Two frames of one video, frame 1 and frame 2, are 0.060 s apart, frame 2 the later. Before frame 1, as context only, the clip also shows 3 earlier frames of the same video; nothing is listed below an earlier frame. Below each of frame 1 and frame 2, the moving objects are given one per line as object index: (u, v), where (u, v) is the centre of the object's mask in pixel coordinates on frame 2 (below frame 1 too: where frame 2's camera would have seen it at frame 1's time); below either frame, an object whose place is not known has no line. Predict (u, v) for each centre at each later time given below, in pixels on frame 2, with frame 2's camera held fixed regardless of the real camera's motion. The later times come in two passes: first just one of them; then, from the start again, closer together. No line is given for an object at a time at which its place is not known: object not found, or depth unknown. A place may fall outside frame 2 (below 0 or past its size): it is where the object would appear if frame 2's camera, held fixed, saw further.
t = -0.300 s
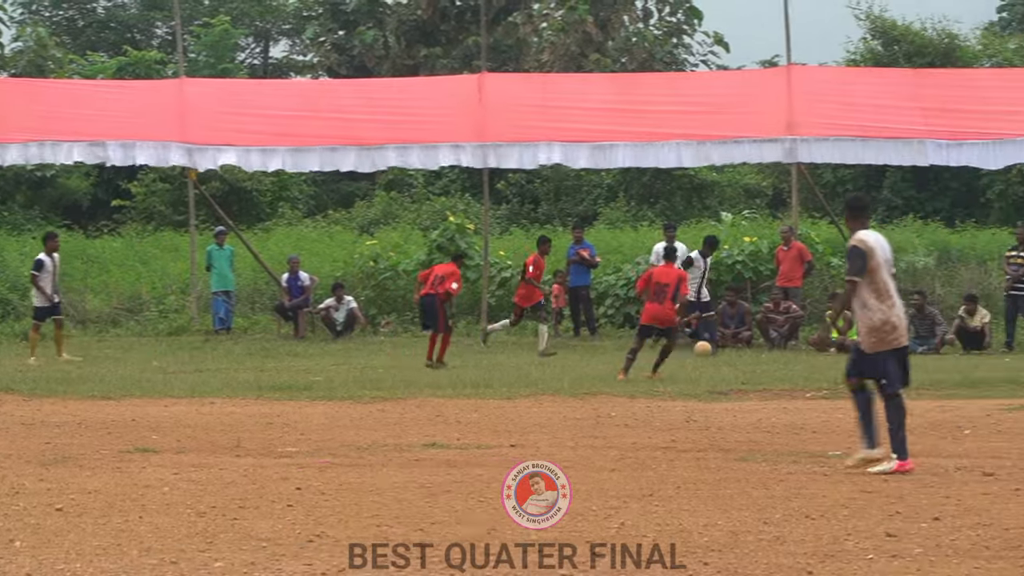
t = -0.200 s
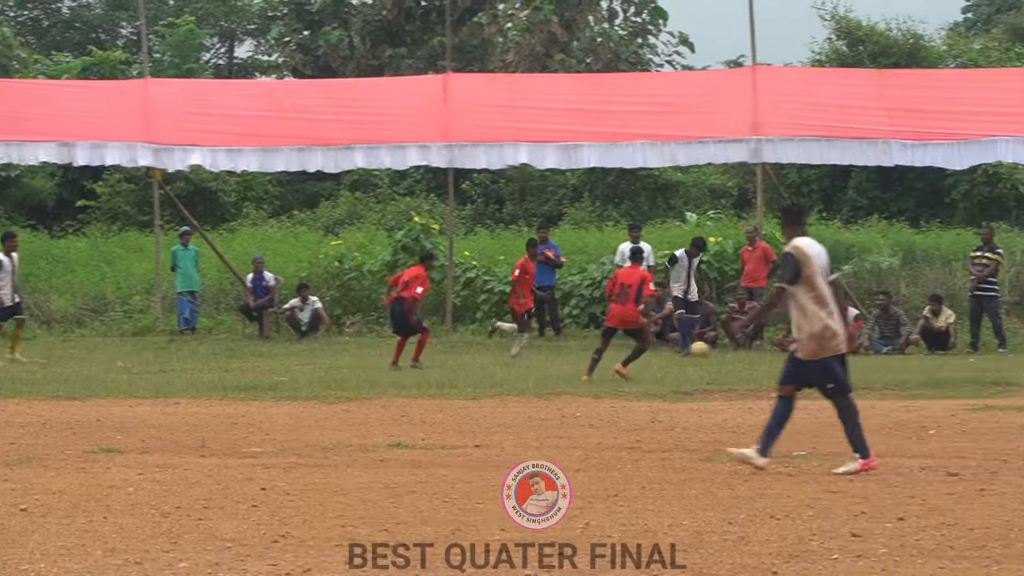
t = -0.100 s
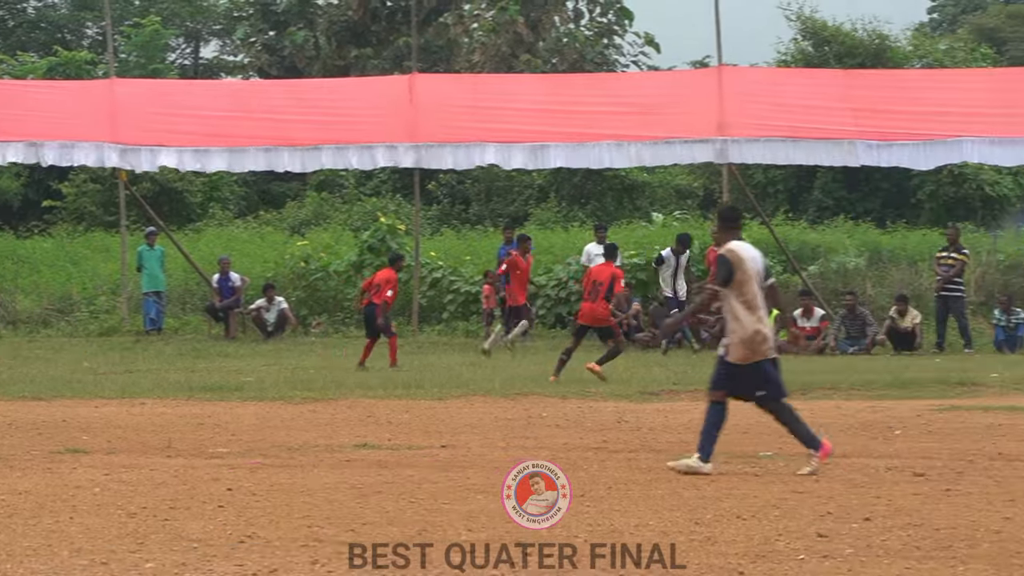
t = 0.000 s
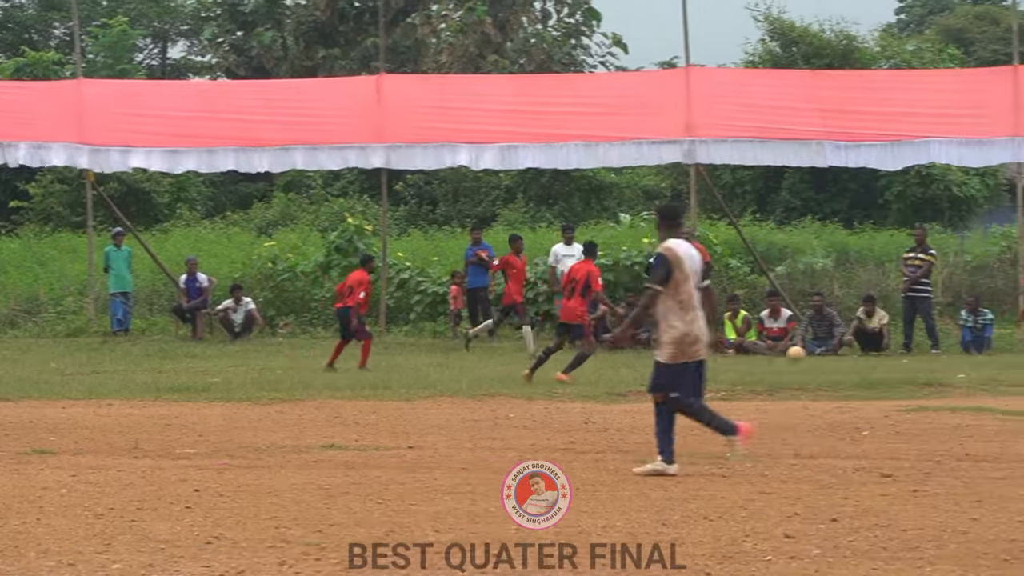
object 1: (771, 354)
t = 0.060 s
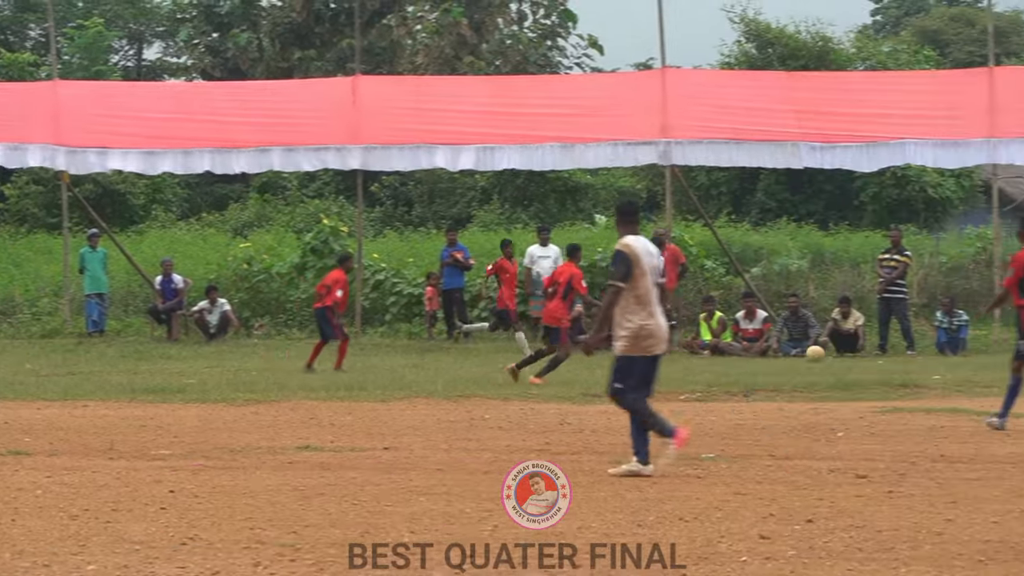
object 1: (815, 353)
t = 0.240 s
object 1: (940, 353)
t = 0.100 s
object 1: (843, 353)
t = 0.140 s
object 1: (873, 354)
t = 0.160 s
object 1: (887, 354)
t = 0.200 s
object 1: (914, 354)
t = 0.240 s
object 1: (940, 353)
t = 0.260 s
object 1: (954, 354)
